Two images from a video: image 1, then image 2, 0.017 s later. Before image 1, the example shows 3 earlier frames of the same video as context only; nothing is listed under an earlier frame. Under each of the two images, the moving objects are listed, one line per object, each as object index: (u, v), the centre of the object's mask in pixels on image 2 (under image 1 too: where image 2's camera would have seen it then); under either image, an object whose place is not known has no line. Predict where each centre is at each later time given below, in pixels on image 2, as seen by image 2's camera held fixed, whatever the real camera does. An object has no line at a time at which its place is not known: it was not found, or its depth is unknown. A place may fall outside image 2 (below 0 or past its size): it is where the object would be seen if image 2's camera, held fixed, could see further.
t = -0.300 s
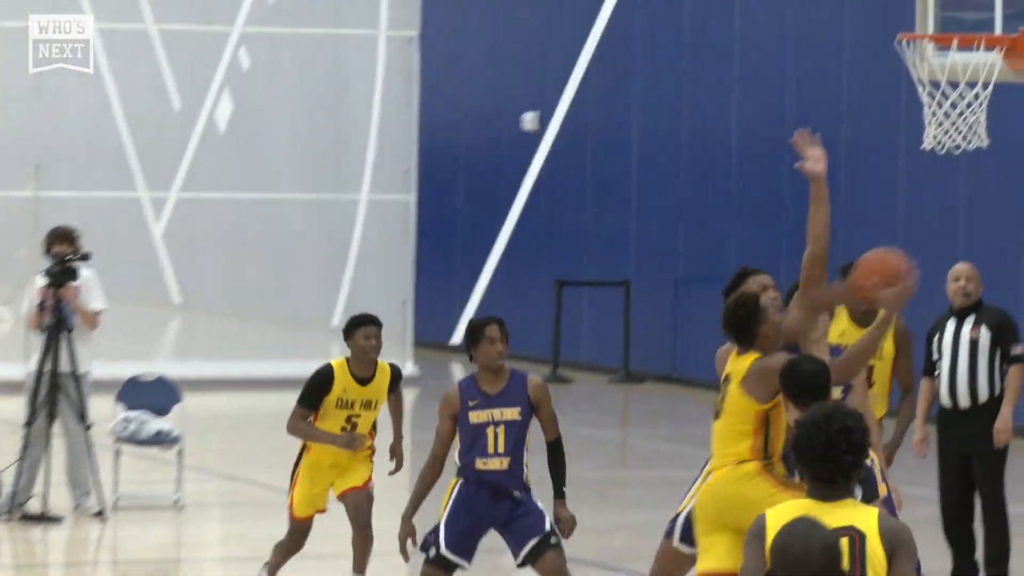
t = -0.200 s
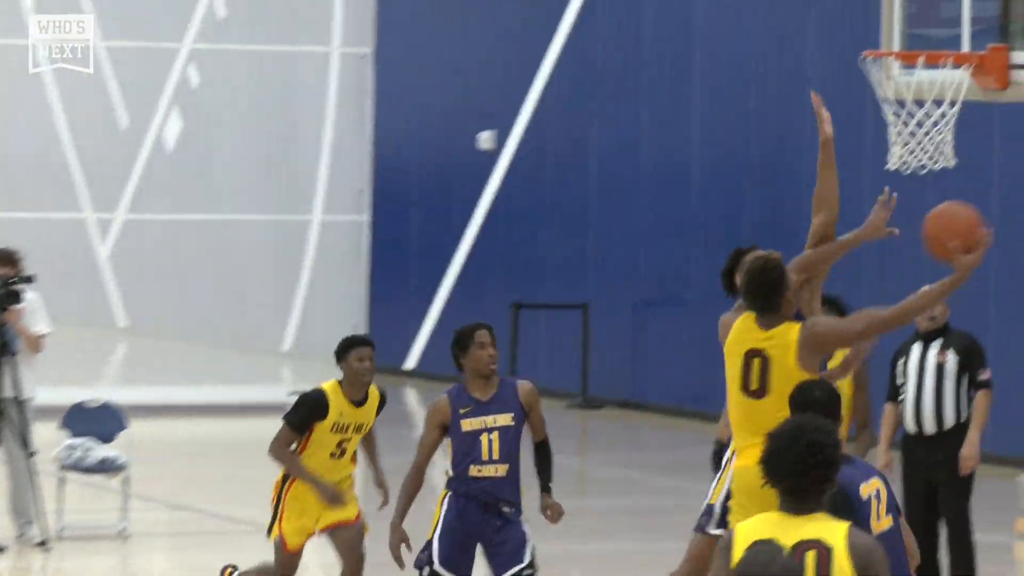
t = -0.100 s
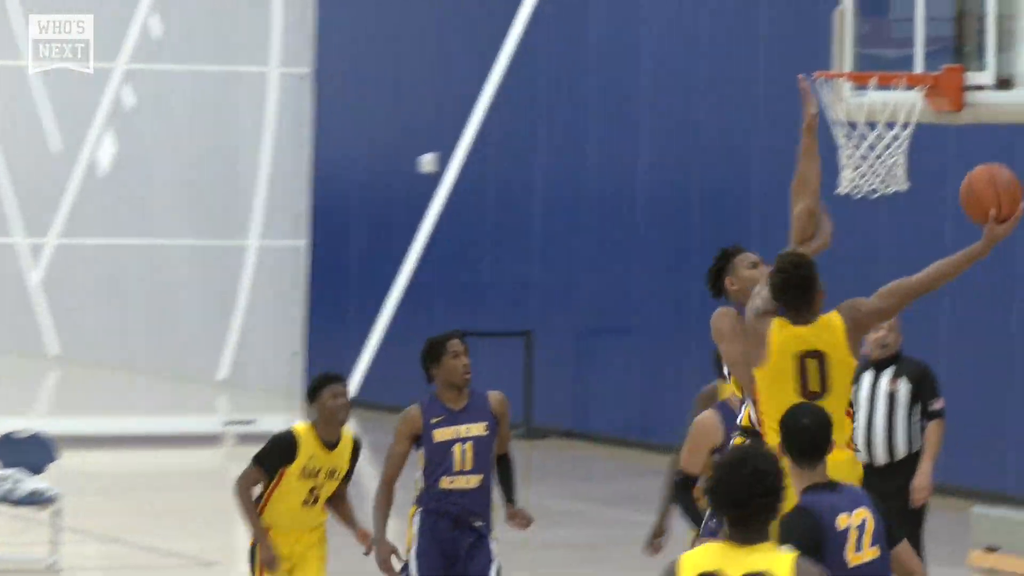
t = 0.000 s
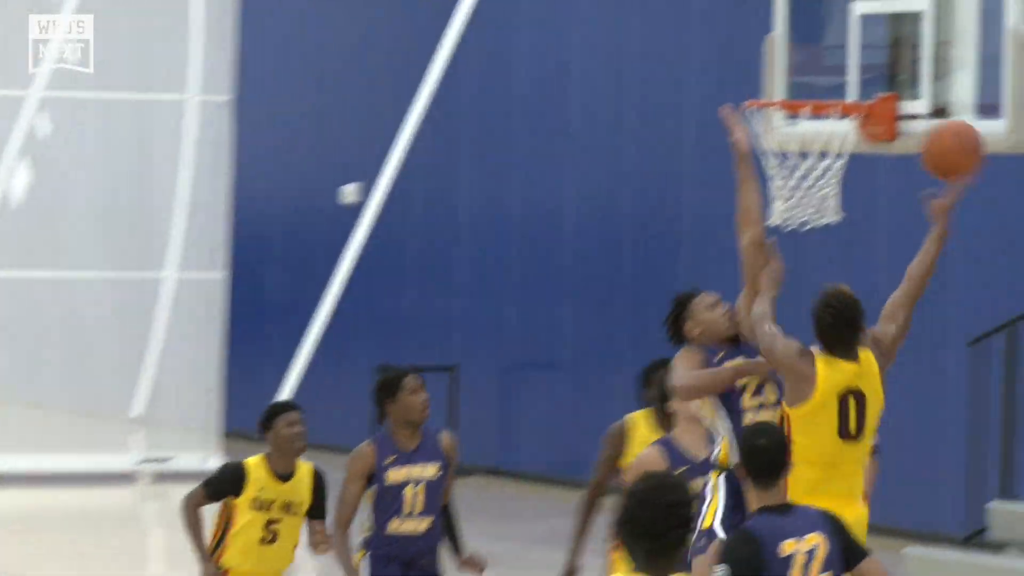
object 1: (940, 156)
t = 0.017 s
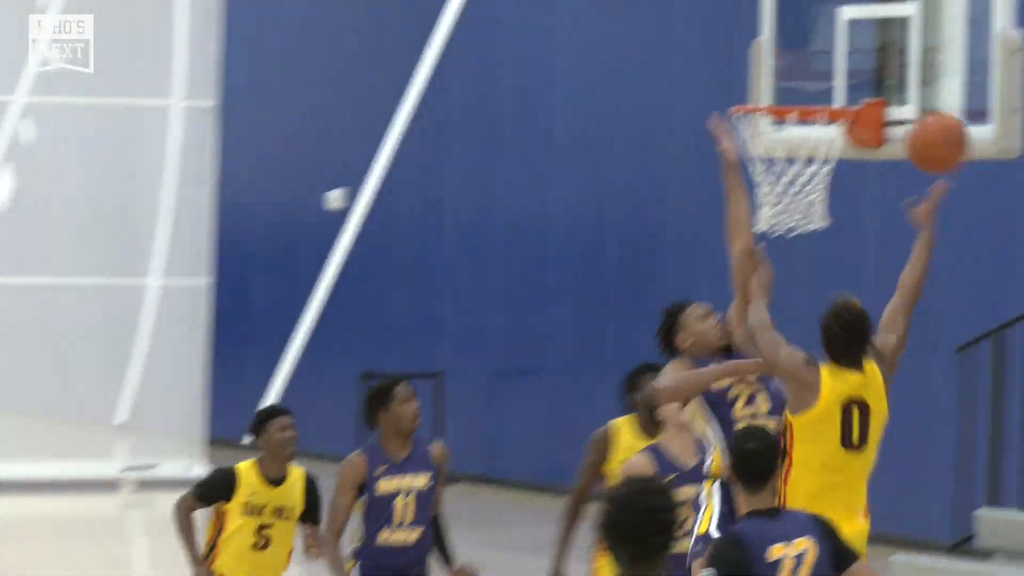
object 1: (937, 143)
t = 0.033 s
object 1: (935, 130)
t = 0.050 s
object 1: (933, 118)
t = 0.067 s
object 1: (931, 108)
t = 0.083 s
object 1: (928, 98)
